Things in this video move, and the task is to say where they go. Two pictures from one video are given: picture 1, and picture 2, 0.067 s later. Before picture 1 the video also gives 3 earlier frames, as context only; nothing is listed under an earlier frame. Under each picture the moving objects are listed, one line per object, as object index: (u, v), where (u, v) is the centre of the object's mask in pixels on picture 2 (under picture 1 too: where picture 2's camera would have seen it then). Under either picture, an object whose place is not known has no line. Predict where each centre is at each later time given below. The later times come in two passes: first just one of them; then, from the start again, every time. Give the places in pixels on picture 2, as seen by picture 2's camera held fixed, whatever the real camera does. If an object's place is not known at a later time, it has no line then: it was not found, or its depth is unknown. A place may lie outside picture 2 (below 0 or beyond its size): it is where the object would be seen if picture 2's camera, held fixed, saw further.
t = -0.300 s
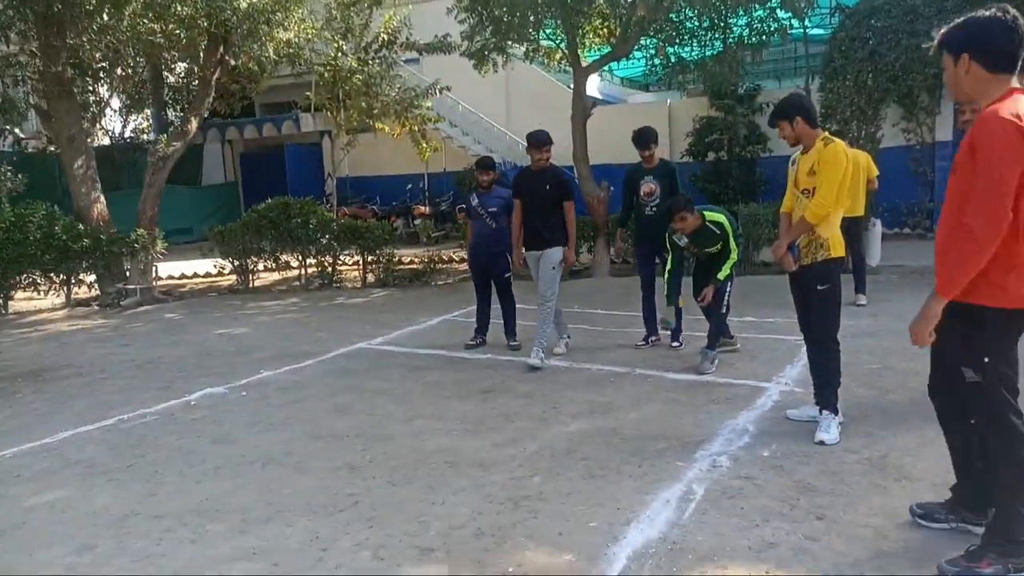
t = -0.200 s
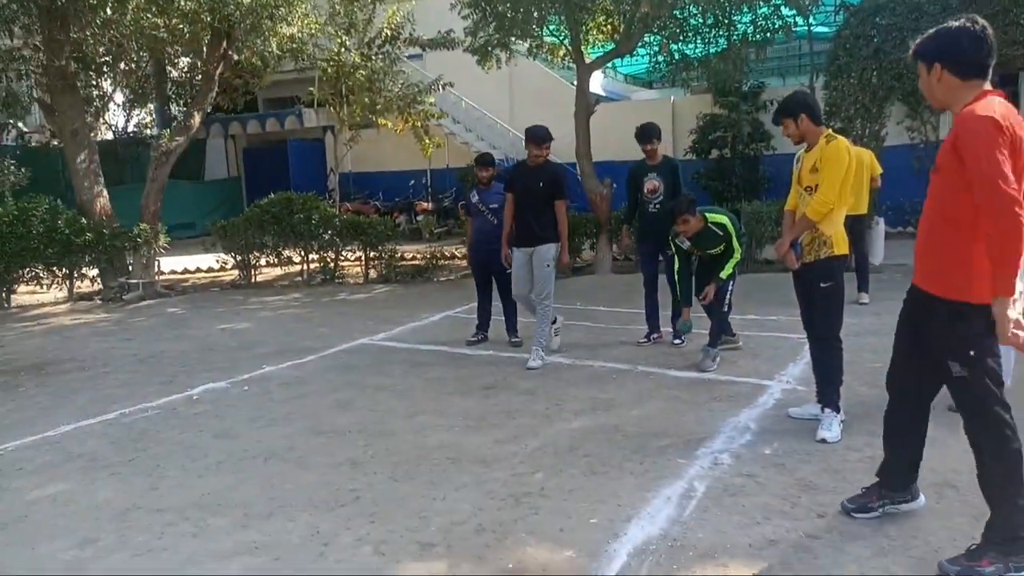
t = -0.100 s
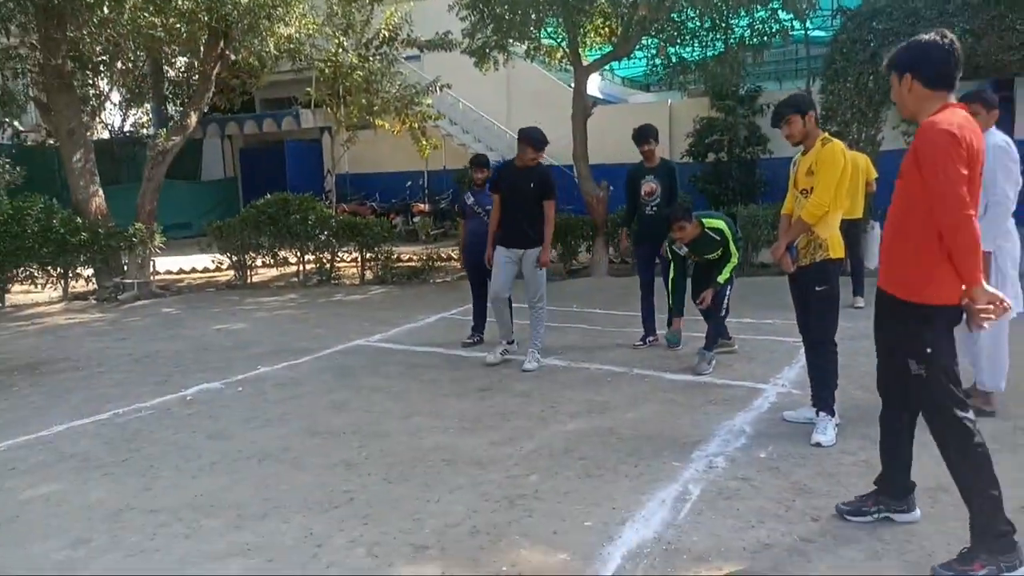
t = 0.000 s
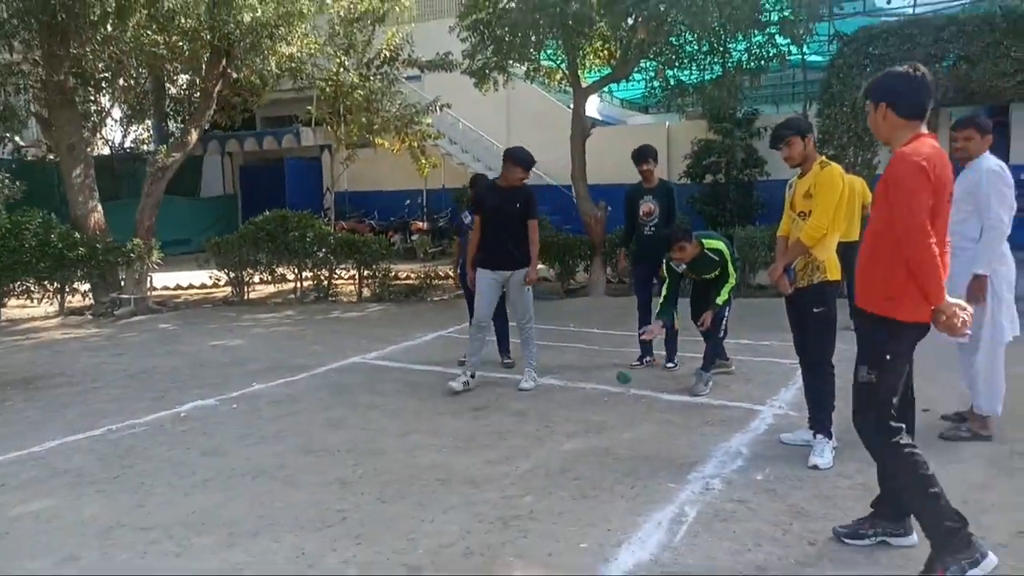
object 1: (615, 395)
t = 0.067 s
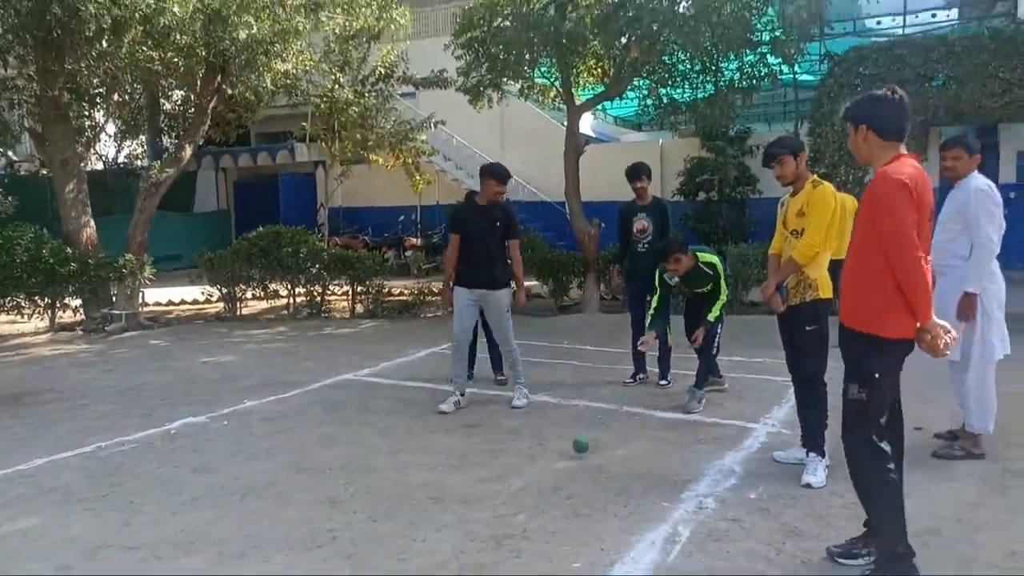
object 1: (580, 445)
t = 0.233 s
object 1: (472, 506)
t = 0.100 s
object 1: (562, 453)
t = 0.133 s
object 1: (544, 466)
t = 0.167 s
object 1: (521, 482)
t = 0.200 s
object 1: (495, 495)
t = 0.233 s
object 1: (472, 506)
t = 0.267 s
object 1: (439, 521)
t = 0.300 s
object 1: (405, 537)
